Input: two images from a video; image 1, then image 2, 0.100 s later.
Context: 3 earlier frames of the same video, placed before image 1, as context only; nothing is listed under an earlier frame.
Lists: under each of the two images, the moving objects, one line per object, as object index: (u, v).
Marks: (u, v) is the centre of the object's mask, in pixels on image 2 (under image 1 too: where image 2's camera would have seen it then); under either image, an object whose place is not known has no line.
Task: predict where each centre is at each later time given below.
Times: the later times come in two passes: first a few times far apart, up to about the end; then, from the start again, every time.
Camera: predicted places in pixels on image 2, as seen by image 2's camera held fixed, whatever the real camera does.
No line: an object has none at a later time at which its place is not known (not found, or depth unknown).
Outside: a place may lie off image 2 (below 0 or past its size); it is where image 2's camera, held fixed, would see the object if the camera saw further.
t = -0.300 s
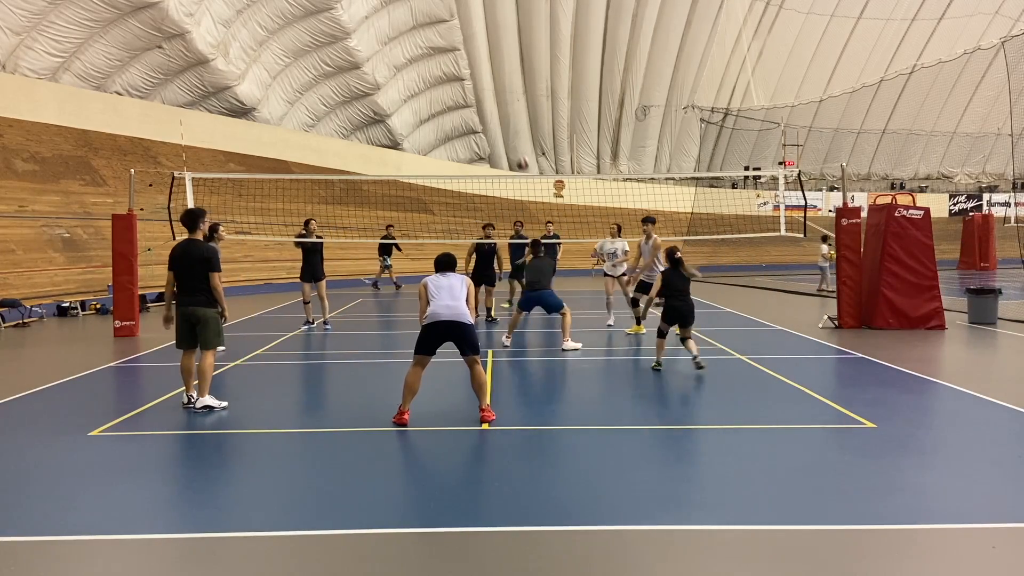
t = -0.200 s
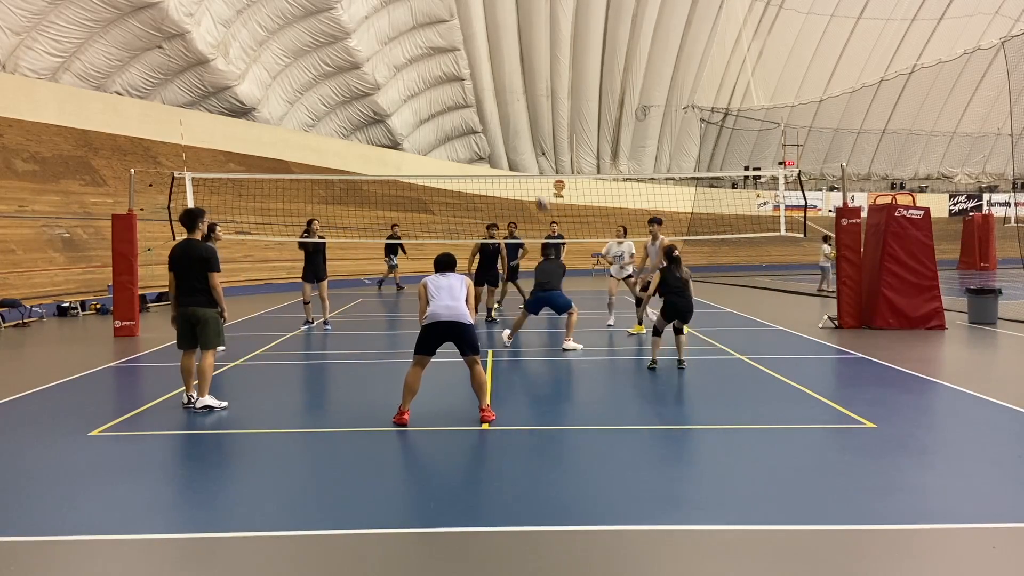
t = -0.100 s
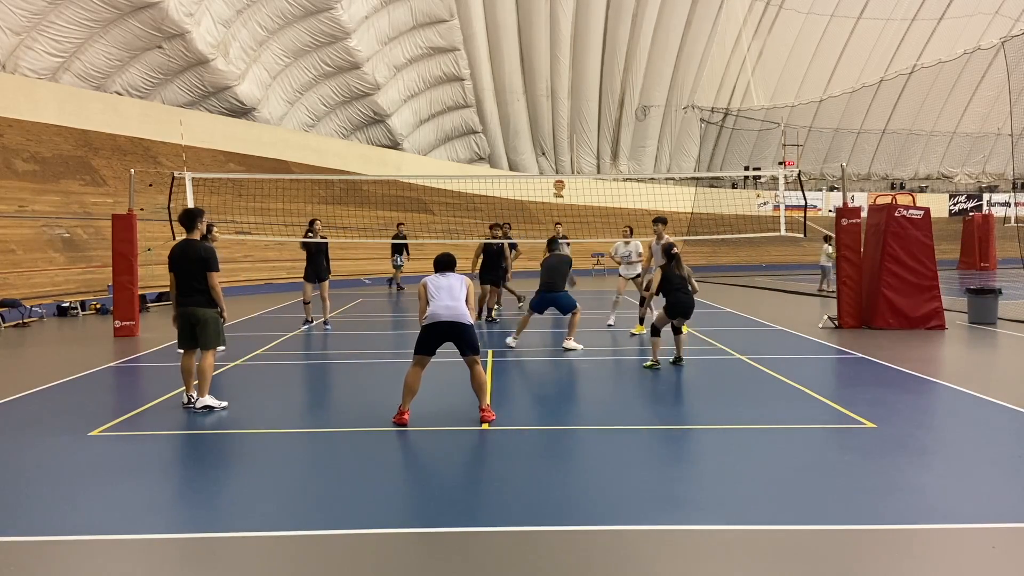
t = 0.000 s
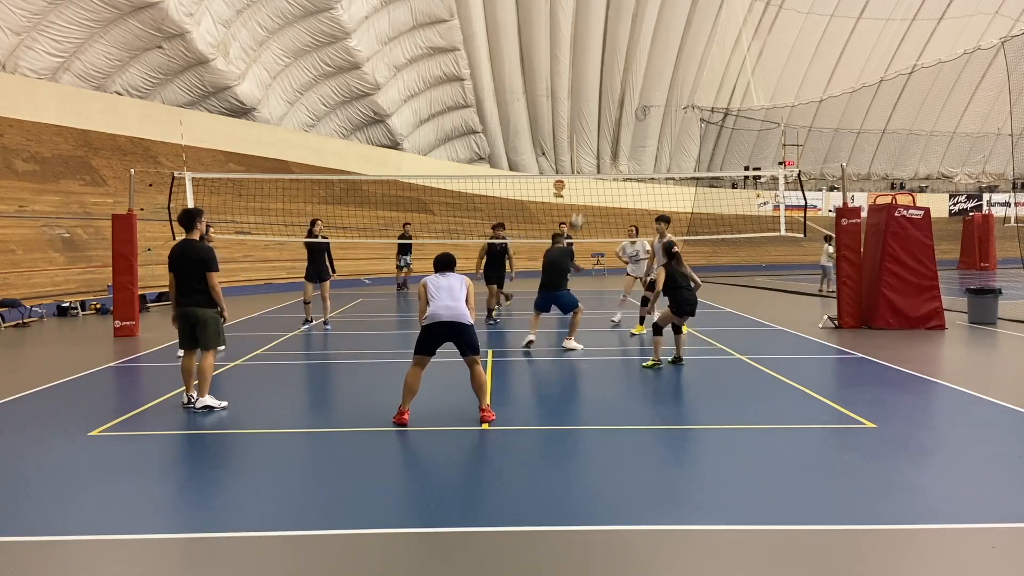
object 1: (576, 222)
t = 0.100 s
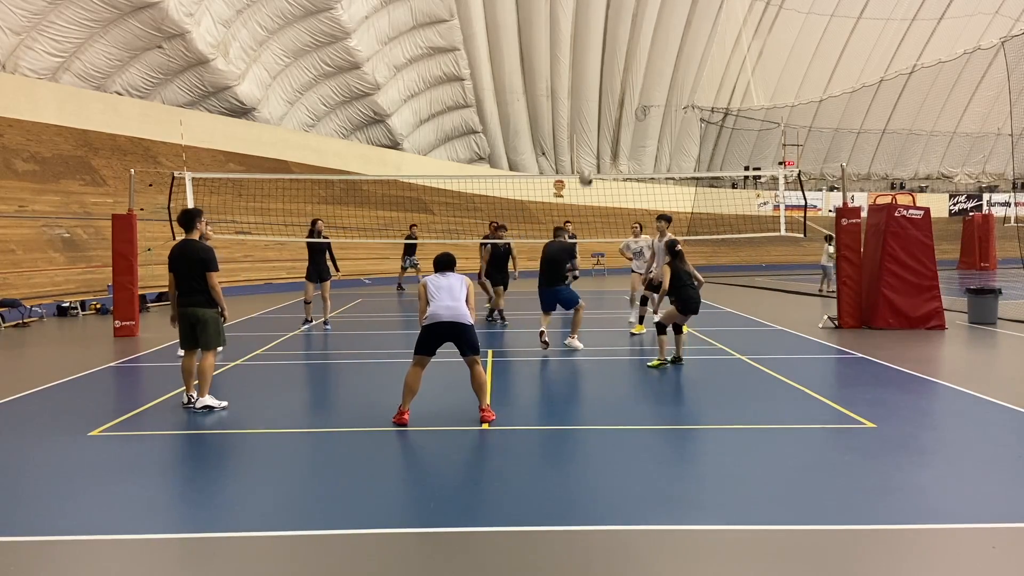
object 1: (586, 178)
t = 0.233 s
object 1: (599, 133)
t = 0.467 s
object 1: (620, 87)
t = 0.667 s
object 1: (636, 79)
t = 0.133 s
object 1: (589, 165)
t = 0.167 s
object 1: (592, 153)
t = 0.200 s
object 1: (596, 143)
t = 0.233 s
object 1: (599, 133)
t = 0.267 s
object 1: (602, 123)
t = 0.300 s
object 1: (604, 115)
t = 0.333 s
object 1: (608, 108)
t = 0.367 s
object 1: (611, 102)
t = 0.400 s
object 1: (614, 96)
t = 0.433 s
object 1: (617, 91)
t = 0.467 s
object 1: (620, 87)
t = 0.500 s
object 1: (623, 84)
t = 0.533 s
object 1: (626, 82)
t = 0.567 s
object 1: (628, 80)
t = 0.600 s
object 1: (631, 79)
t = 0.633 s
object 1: (634, 79)
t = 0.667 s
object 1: (636, 79)
